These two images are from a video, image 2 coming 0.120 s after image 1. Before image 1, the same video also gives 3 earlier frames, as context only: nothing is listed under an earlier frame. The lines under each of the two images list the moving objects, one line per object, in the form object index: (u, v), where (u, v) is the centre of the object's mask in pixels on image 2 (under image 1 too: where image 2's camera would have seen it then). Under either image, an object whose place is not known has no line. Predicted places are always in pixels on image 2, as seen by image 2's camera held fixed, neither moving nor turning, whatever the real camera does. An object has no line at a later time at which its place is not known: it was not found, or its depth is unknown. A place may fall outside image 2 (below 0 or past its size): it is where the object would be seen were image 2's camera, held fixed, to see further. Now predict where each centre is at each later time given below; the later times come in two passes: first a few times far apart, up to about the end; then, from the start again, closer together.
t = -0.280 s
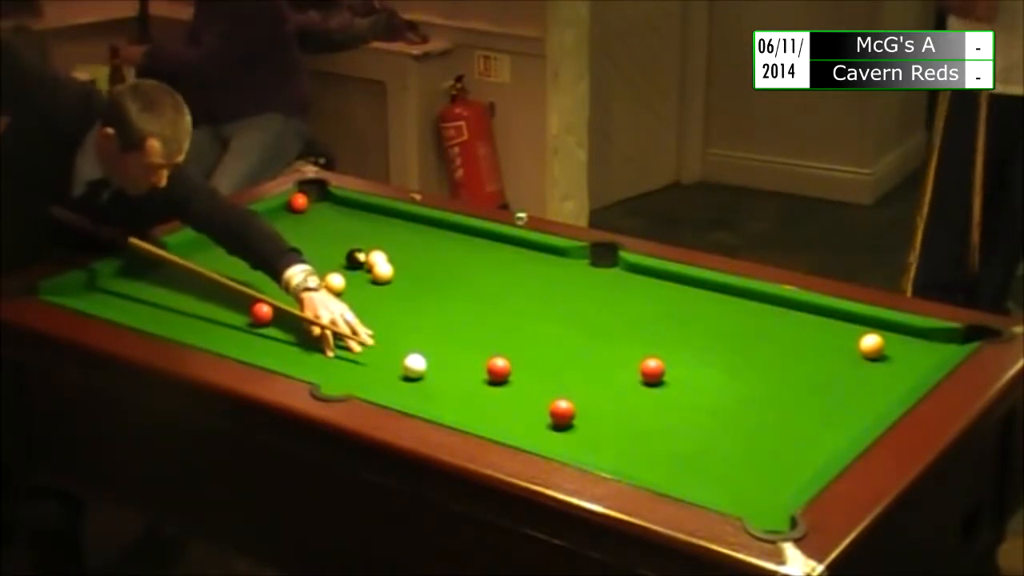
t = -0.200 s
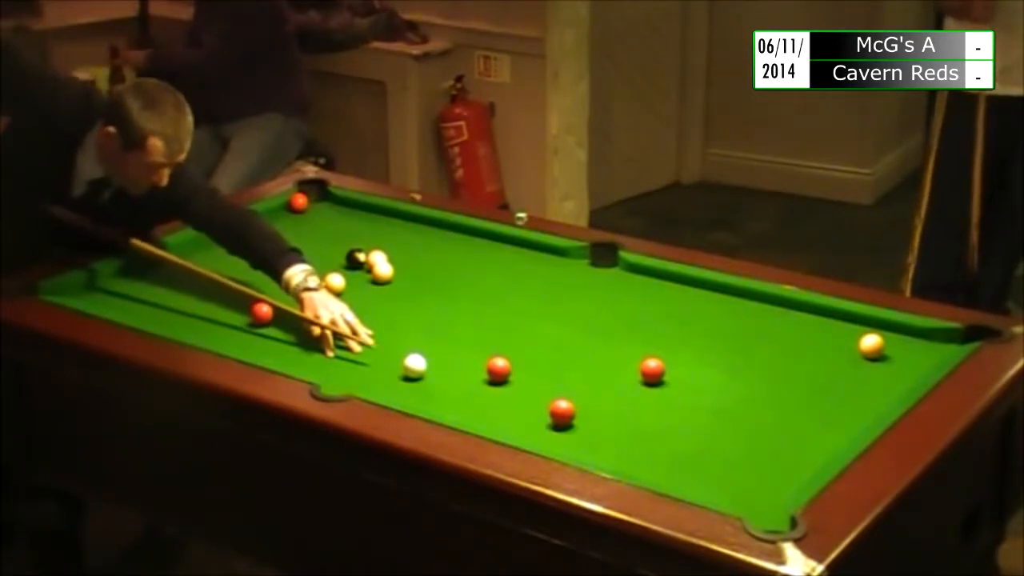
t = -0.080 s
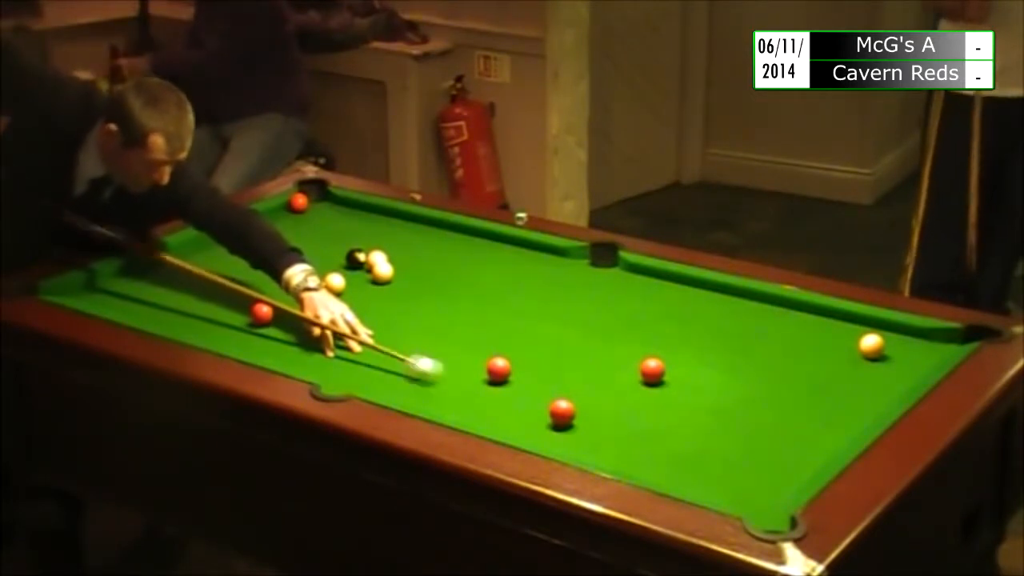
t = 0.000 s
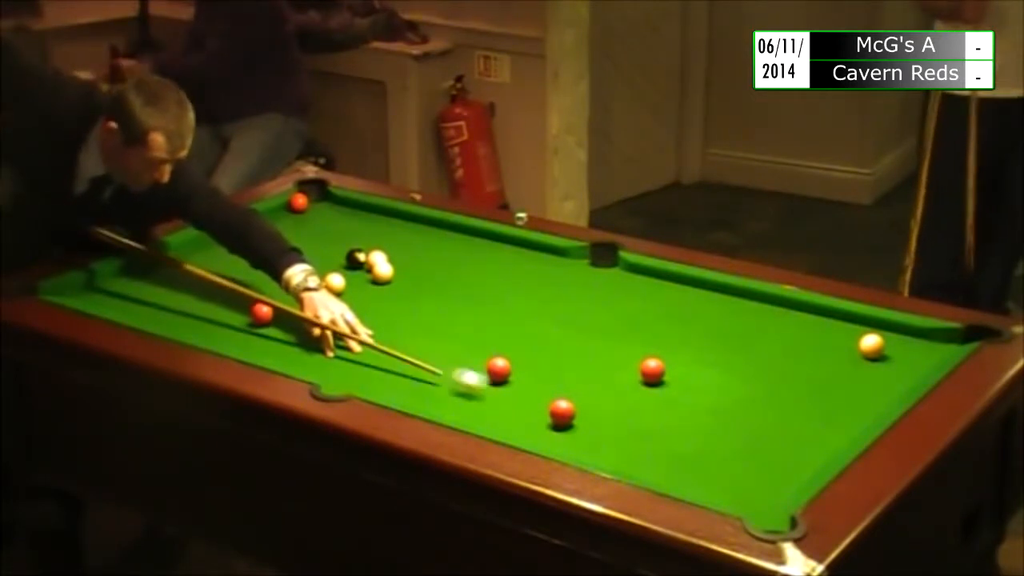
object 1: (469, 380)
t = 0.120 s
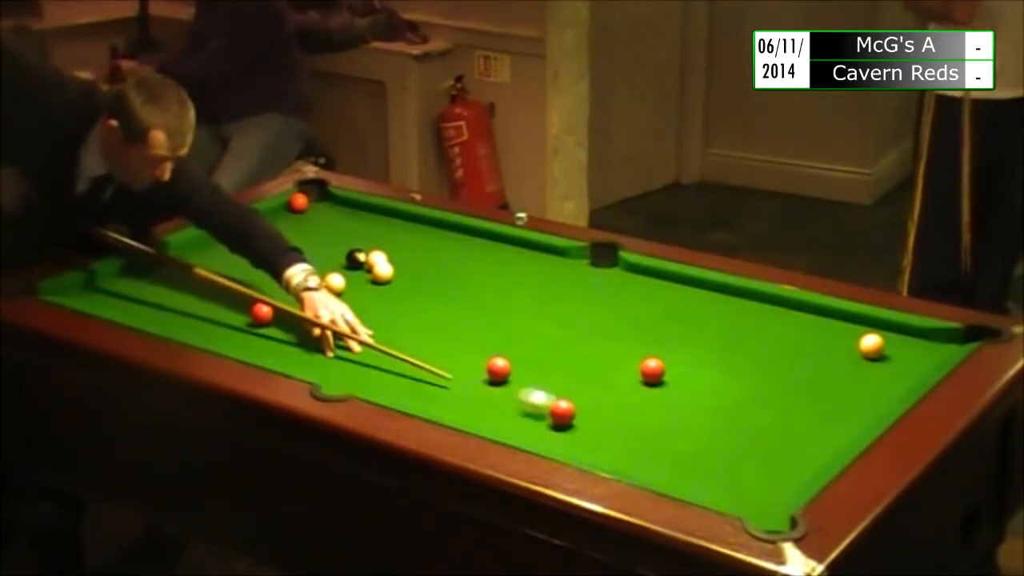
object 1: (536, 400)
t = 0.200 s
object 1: (554, 401)
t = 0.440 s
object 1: (601, 398)
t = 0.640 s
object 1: (637, 396)
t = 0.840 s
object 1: (670, 395)
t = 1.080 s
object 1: (706, 393)
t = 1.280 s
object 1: (731, 392)
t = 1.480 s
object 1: (753, 391)
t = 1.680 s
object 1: (770, 389)
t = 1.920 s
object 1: (787, 387)
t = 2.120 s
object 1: (797, 386)
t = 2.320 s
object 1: (805, 385)
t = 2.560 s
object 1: (809, 385)
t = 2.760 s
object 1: (809, 384)
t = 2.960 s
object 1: (809, 385)
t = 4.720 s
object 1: (811, 385)
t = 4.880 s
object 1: (809, 384)
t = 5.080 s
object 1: (809, 384)
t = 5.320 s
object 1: (809, 384)
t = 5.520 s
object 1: (809, 385)
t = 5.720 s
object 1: (809, 385)
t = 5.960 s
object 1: (809, 384)
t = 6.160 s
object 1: (809, 384)
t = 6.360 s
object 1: (809, 384)
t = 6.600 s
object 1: (809, 384)
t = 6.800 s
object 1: (809, 384)
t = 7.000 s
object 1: (809, 384)
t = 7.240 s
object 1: (809, 384)
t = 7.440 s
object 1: (809, 384)
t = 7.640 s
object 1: (809, 384)
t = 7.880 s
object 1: (808, 384)
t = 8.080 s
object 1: (808, 384)
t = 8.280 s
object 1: (809, 384)
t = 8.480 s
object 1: (809, 384)
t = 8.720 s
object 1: (809, 384)
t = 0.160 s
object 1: (548, 402)
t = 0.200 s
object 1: (554, 401)
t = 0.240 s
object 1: (561, 399)
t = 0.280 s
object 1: (569, 399)
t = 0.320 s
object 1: (577, 399)
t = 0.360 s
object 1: (585, 398)
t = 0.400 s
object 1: (593, 398)
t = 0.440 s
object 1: (601, 398)
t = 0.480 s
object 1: (608, 398)
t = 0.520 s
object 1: (616, 397)
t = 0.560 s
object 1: (623, 397)
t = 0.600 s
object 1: (630, 397)
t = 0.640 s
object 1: (637, 396)
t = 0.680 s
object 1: (644, 396)
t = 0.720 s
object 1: (651, 396)
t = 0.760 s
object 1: (658, 396)
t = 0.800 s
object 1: (664, 396)
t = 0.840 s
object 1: (670, 395)
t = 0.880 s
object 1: (677, 395)
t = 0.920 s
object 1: (683, 395)
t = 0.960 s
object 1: (689, 394)
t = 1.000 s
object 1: (695, 394)
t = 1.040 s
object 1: (700, 394)
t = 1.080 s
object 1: (706, 393)
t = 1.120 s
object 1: (711, 393)
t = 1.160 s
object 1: (716, 393)
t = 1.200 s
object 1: (721, 393)
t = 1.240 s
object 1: (726, 392)
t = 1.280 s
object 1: (731, 392)
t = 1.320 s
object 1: (736, 392)
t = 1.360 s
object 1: (740, 391)
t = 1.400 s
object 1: (744, 391)
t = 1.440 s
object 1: (749, 391)
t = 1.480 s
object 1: (753, 391)
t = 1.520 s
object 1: (756, 390)
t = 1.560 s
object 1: (760, 390)
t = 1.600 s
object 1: (763, 390)
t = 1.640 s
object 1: (767, 389)
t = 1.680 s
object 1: (770, 389)
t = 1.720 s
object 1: (773, 389)
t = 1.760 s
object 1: (776, 388)
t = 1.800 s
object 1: (779, 388)
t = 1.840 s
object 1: (782, 388)
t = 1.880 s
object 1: (785, 388)
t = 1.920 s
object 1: (787, 387)
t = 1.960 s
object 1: (790, 387)
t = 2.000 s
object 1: (792, 387)
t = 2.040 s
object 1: (793, 386)
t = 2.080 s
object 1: (795, 386)
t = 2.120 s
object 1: (797, 386)
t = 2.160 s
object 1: (799, 386)
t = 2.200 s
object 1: (801, 386)
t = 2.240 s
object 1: (803, 385)
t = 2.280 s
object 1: (804, 385)
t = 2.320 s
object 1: (805, 385)
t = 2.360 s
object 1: (806, 385)
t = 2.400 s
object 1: (807, 385)
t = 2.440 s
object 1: (808, 385)
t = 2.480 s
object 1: (808, 385)
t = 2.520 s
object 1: (809, 385)
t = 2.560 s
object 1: (809, 385)
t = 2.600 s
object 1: (809, 385)
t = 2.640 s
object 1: (810, 384)
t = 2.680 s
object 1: (810, 384)
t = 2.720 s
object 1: (809, 384)
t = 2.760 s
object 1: (809, 384)
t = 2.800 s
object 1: (809, 384)
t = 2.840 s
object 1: (809, 384)
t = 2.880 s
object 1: (809, 385)
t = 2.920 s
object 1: (809, 385)
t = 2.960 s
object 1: (809, 385)
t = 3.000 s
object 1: (808, 386)
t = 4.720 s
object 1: (811, 385)
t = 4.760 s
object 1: (809, 385)
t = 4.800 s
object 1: (809, 385)
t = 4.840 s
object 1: (809, 385)
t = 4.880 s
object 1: (809, 384)
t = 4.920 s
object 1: (809, 384)
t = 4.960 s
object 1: (809, 384)
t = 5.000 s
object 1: (809, 384)
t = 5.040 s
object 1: (809, 384)
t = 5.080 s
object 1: (809, 384)
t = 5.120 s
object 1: (809, 384)
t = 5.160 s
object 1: (809, 385)
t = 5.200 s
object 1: (809, 385)
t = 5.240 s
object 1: (809, 384)
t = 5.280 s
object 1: (809, 385)
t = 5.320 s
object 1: (809, 384)
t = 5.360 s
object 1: (809, 384)
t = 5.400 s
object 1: (809, 385)
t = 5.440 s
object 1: (809, 385)
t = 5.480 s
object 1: (809, 385)
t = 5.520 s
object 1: (809, 385)
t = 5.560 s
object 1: (809, 385)
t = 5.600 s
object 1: (809, 385)
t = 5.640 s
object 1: (809, 385)
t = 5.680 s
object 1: (809, 385)
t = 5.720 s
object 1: (809, 385)
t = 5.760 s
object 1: (809, 385)
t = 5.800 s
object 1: (809, 385)
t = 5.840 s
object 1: (809, 384)
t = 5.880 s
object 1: (809, 384)
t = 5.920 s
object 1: (809, 384)
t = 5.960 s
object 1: (809, 384)
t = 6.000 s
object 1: (809, 384)
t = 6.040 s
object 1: (809, 384)
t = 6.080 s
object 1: (809, 384)
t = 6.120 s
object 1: (809, 384)
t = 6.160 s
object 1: (809, 384)
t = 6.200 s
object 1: (809, 384)
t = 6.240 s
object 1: (809, 384)
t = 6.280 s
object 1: (809, 384)
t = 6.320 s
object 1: (809, 384)
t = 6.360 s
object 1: (809, 384)
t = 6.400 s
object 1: (809, 384)
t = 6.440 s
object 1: (809, 384)
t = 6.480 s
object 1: (809, 384)
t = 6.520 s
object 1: (809, 384)
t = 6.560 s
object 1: (809, 384)
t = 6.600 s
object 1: (809, 384)
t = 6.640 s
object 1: (809, 384)
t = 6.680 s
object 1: (809, 384)
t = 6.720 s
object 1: (809, 384)
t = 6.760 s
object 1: (809, 384)
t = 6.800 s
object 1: (809, 384)
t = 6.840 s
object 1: (809, 384)
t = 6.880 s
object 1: (809, 384)
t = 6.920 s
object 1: (809, 384)
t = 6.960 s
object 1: (809, 384)
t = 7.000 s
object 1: (809, 384)
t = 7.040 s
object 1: (809, 384)
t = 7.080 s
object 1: (809, 384)
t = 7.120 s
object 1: (809, 384)
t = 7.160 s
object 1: (809, 384)
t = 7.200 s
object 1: (809, 384)
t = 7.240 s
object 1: (809, 384)
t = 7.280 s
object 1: (809, 384)
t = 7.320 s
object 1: (809, 384)
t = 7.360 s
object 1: (809, 384)
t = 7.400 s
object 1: (809, 384)
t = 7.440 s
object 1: (809, 384)
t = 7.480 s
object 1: (809, 384)
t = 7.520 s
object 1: (809, 384)
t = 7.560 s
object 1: (809, 384)
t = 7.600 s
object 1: (809, 384)
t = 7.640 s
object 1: (809, 384)
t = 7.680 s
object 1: (809, 384)
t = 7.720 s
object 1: (809, 384)
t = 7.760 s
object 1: (808, 384)
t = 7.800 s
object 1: (808, 384)
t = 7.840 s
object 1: (808, 384)
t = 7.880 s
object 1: (808, 384)
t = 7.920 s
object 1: (808, 384)
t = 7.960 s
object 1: (808, 384)
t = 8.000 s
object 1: (809, 384)
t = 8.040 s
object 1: (808, 384)
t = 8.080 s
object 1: (808, 384)
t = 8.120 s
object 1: (809, 384)
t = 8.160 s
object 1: (809, 384)
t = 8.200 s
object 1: (809, 384)
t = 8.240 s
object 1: (809, 384)
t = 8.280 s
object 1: (809, 384)
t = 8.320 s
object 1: (809, 384)
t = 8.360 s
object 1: (809, 384)
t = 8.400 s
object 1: (809, 384)
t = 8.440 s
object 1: (809, 384)
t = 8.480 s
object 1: (809, 384)
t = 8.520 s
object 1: (809, 384)
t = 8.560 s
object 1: (809, 384)
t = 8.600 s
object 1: (809, 384)
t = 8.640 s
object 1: (809, 384)
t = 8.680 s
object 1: (809, 384)
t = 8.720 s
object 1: (809, 384)
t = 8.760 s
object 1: (809, 384)
